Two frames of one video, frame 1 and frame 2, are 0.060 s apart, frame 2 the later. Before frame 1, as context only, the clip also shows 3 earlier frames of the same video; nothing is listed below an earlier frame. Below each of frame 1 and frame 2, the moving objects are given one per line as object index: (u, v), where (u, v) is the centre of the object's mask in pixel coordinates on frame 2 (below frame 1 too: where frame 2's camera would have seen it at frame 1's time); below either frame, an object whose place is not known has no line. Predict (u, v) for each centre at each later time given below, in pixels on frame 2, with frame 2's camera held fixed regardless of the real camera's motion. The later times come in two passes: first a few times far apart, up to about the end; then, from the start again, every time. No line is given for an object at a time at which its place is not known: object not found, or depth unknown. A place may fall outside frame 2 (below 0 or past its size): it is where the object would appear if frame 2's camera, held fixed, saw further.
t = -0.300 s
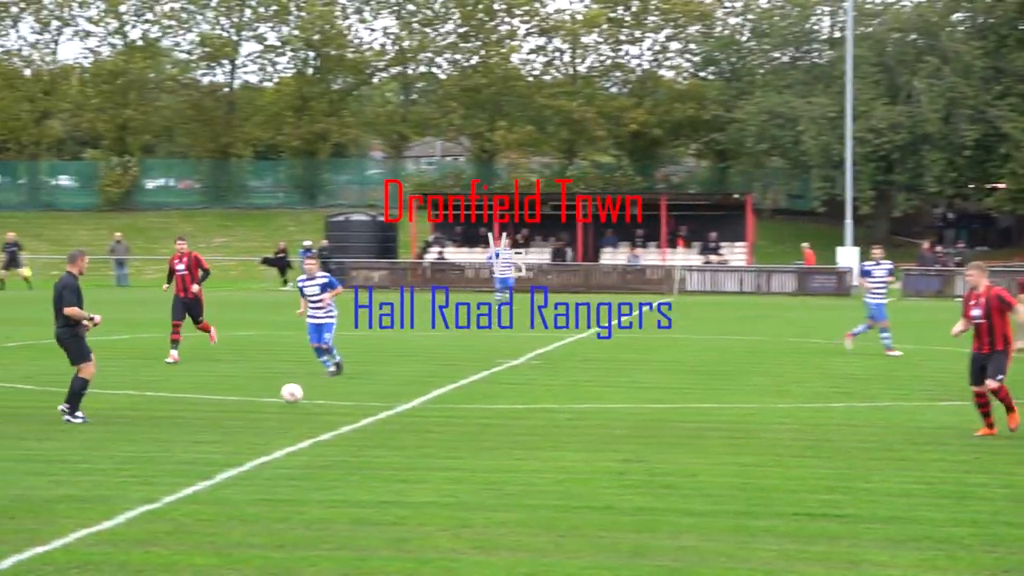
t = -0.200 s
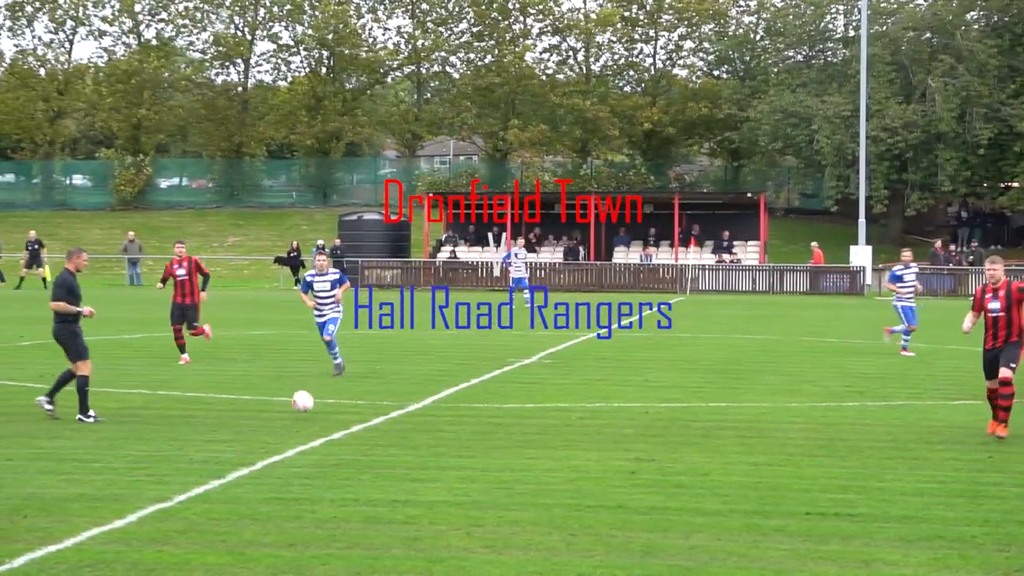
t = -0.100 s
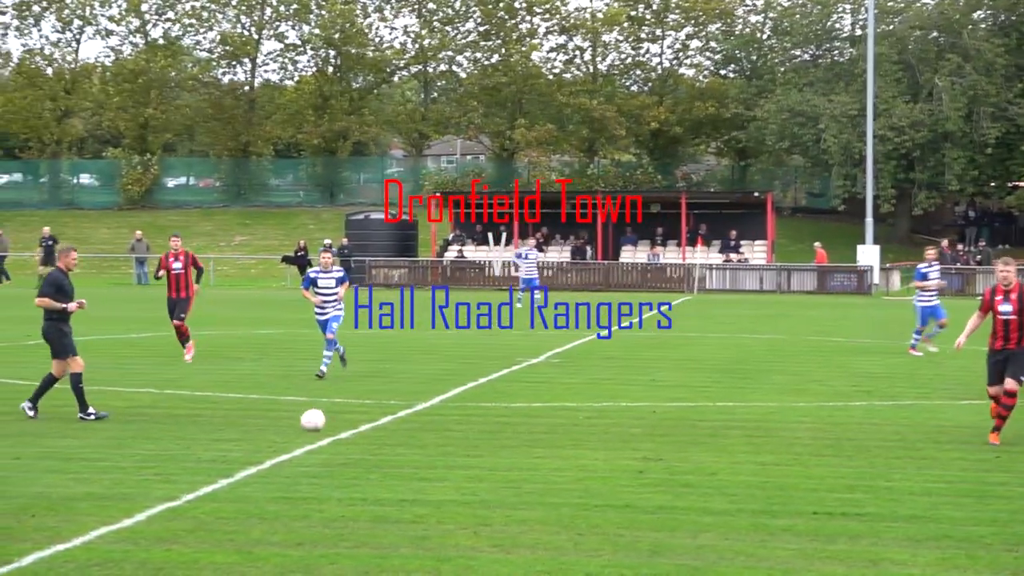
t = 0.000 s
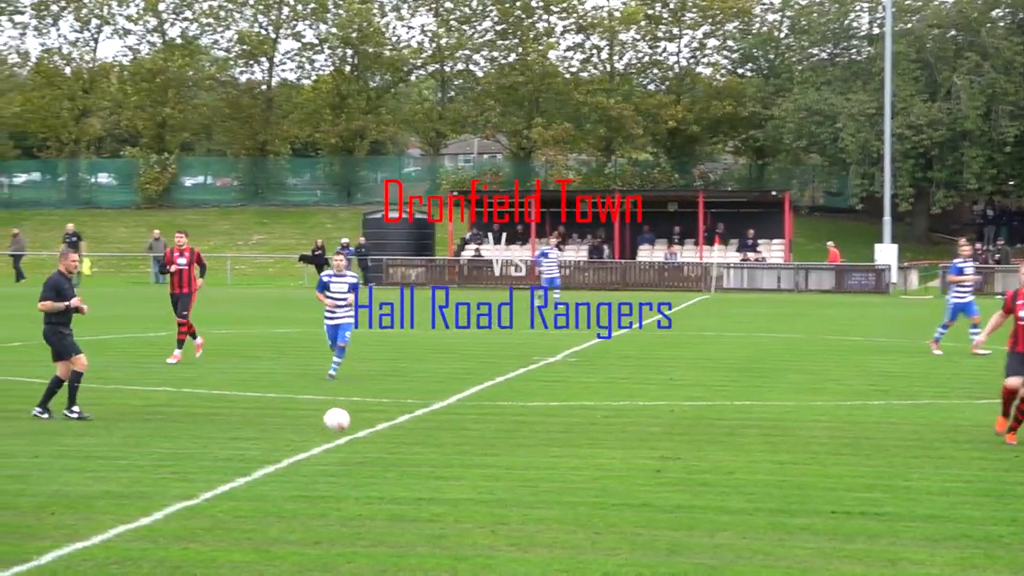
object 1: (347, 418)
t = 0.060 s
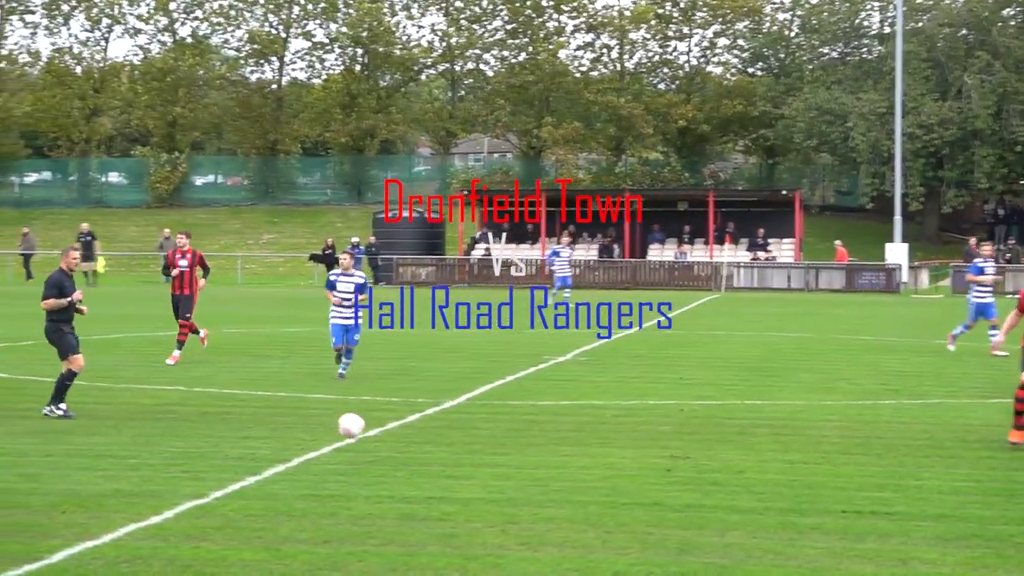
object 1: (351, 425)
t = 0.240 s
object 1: (369, 459)
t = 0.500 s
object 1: (397, 501)
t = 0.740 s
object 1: (432, 541)
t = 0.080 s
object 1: (352, 429)
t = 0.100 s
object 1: (354, 434)
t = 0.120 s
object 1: (356, 439)
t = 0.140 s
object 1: (358, 445)
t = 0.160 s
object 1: (360, 452)
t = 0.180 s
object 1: (363, 459)
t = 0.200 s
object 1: (365, 460)
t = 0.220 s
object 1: (366, 459)
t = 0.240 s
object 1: (369, 459)
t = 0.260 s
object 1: (371, 459)
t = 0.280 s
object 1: (372, 462)
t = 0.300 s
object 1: (374, 464)
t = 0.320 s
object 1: (376, 467)
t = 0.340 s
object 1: (379, 471)
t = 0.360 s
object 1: (380, 475)
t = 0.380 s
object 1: (383, 480)
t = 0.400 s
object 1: (385, 486)
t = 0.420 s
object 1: (388, 493)
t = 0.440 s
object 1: (390, 498)
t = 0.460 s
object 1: (392, 500)
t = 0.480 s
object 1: (395, 500)
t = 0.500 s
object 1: (397, 501)
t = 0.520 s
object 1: (399, 503)
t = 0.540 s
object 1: (402, 506)
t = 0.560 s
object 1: (405, 509)
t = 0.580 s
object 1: (407, 513)
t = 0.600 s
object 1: (410, 518)
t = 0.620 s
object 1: (413, 523)
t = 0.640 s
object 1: (417, 531)
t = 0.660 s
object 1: (419, 537)
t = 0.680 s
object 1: (422, 538)
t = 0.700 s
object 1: (426, 538)
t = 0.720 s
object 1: (429, 539)
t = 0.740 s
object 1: (432, 541)
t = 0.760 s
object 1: (436, 544)
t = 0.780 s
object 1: (439, 547)
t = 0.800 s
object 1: (443, 551)
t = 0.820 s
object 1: (447, 556)
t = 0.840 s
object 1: (450, 562)
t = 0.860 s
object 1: (455, 571)
